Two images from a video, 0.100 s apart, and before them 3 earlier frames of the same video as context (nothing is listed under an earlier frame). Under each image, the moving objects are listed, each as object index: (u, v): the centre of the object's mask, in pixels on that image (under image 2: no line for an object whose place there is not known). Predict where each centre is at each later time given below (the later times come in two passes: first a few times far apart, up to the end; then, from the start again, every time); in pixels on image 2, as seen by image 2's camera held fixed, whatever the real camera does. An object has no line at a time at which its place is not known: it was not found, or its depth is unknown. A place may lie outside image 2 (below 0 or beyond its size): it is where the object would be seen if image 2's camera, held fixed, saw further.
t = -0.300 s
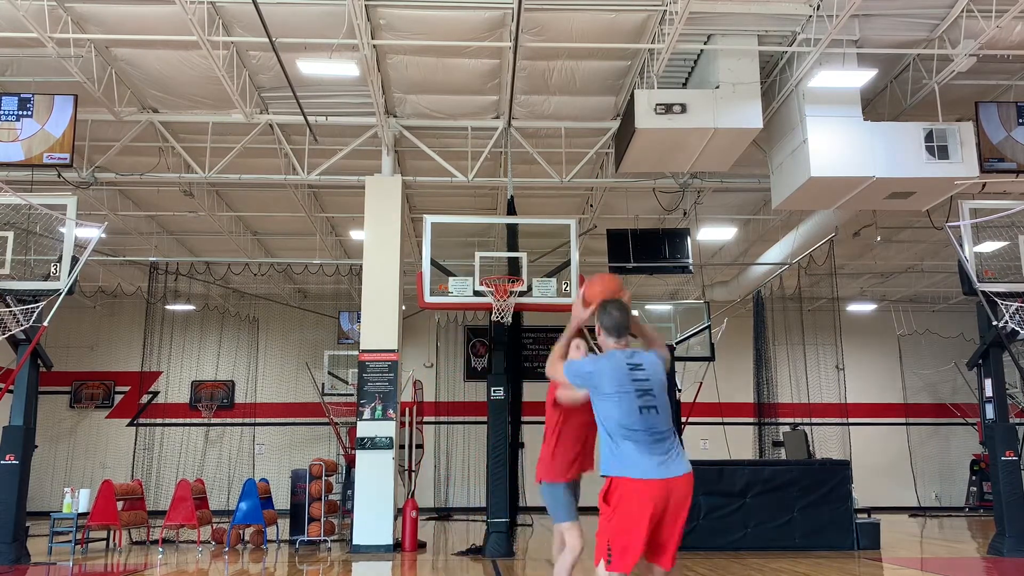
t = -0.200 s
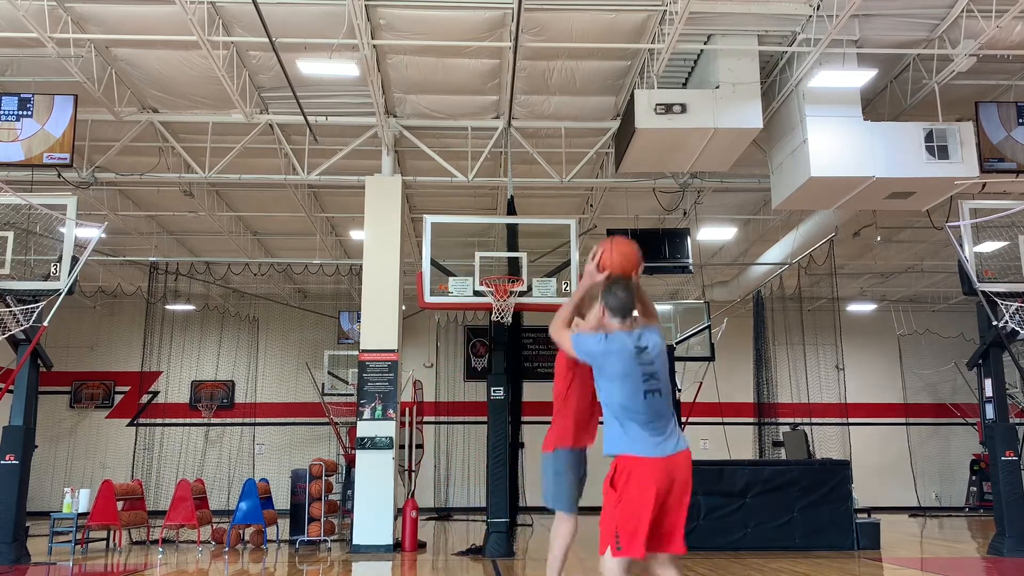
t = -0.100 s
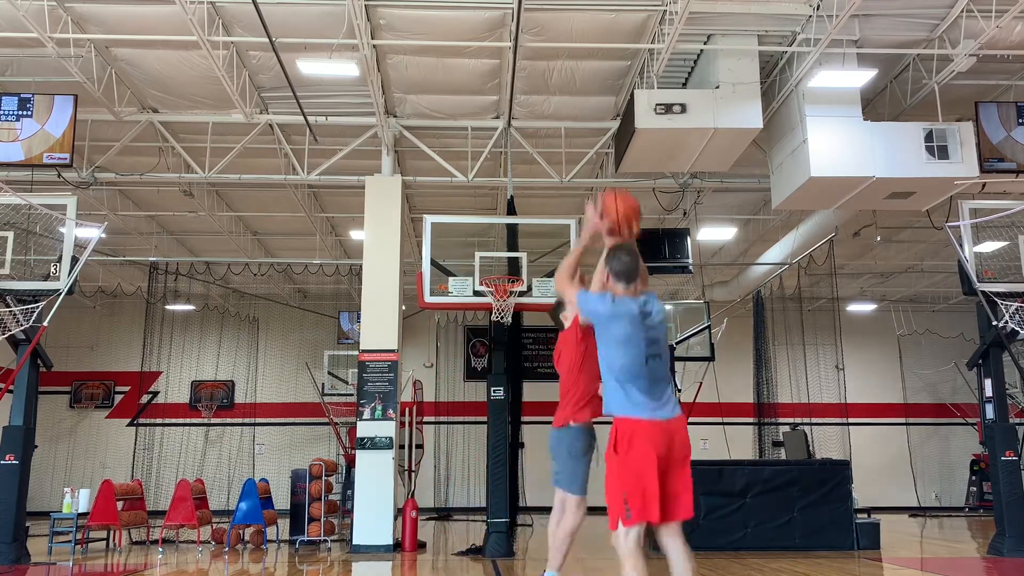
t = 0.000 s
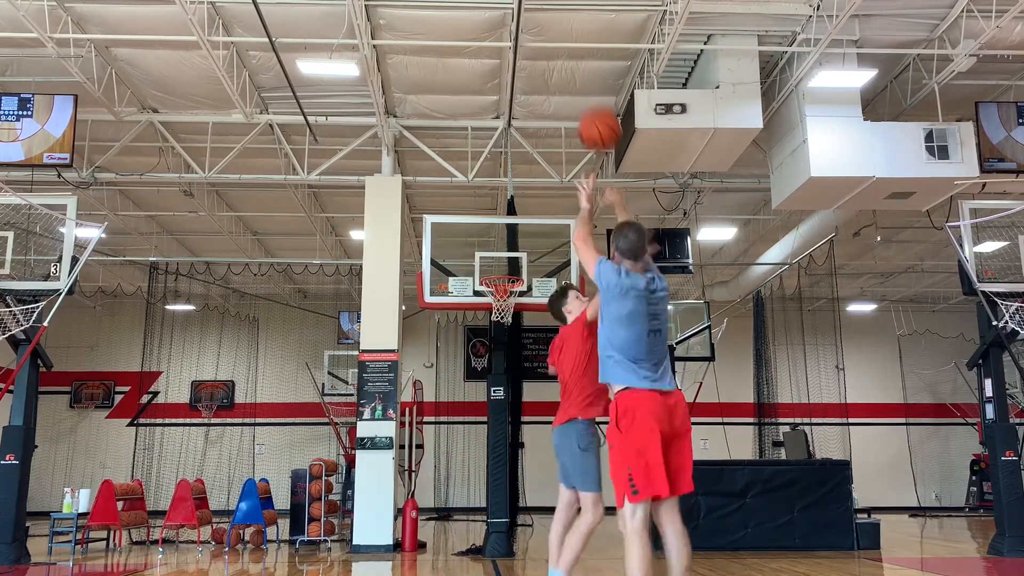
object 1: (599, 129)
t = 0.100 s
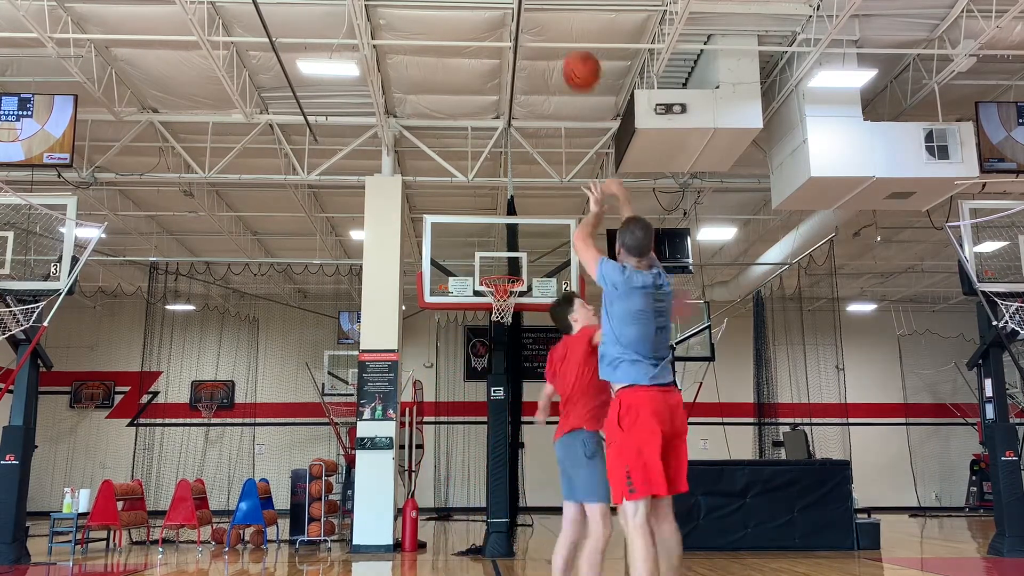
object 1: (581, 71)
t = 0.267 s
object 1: (560, 24)
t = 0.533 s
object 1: (537, 31)
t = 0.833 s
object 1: (519, 113)
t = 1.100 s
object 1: (507, 229)
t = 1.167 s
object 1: (503, 263)
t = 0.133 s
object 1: (577, 57)
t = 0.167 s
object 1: (572, 46)
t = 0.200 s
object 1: (568, 37)
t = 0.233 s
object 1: (564, 30)
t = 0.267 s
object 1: (560, 24)
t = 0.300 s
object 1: (557, 21)
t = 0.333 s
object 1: (553, 18)
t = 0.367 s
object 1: (551, 18)
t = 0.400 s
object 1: (547, 18)
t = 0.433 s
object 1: (545, 20)
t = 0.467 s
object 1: (542, 22)
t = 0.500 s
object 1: (540, 26)
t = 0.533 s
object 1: (537, 31)
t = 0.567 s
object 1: (535, 37)
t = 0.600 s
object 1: (533, 44)
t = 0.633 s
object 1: (531, 51)
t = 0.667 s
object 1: (529, 60)
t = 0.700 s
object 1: (526, 69)
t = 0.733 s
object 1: (525, 79)
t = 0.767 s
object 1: (523, 89)
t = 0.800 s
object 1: (521, 101)
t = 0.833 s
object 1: (519, 113)
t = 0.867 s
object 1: (518, 125)
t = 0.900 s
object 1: (517, 138)
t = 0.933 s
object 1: (514, 152)
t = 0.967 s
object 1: (512, 166)
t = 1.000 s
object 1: (511, 181)
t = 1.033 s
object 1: (509, 196)
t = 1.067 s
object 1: (508, 212)
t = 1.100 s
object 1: (507, 229)
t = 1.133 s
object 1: (505, 245)
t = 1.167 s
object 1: (503, 263)
